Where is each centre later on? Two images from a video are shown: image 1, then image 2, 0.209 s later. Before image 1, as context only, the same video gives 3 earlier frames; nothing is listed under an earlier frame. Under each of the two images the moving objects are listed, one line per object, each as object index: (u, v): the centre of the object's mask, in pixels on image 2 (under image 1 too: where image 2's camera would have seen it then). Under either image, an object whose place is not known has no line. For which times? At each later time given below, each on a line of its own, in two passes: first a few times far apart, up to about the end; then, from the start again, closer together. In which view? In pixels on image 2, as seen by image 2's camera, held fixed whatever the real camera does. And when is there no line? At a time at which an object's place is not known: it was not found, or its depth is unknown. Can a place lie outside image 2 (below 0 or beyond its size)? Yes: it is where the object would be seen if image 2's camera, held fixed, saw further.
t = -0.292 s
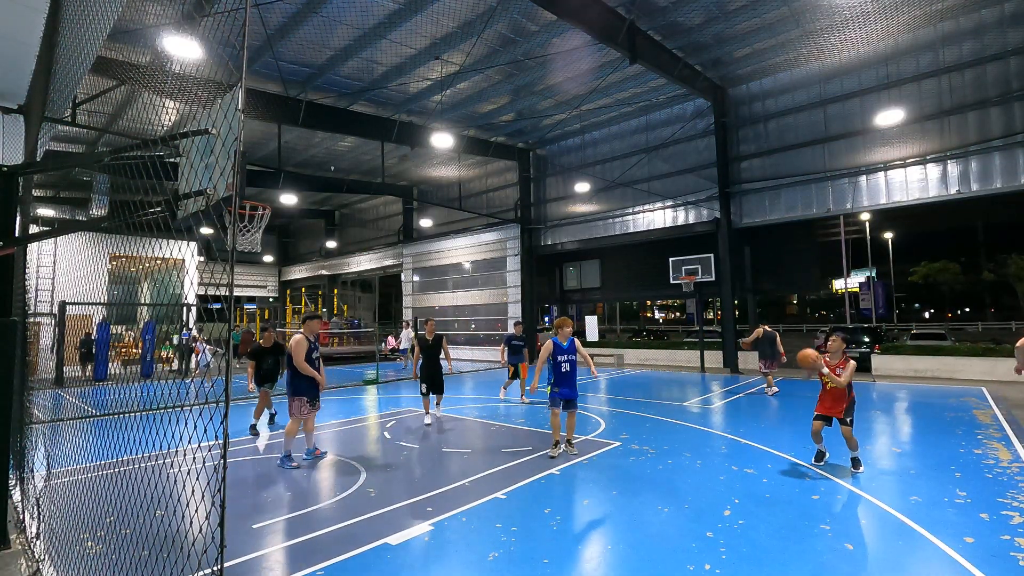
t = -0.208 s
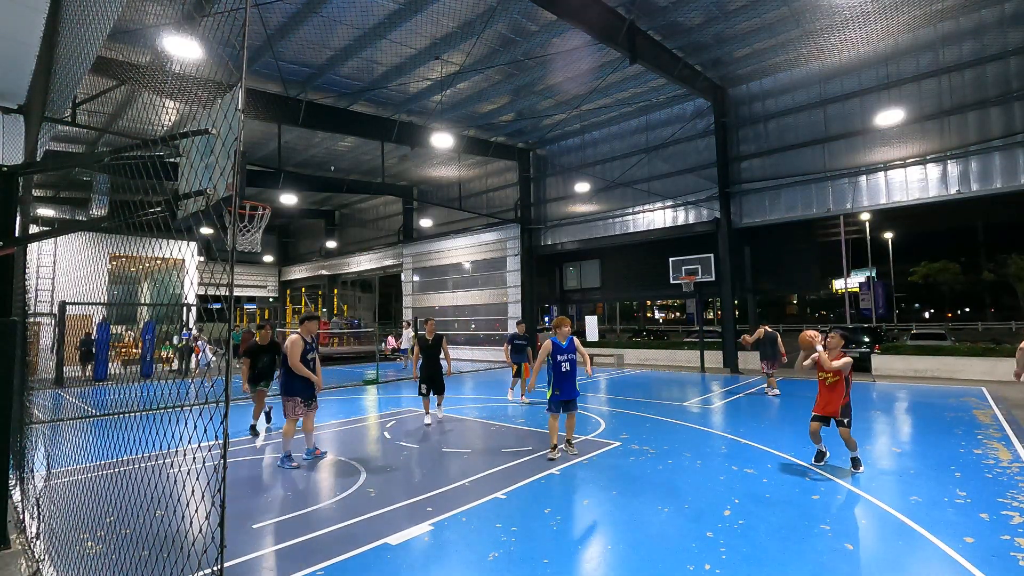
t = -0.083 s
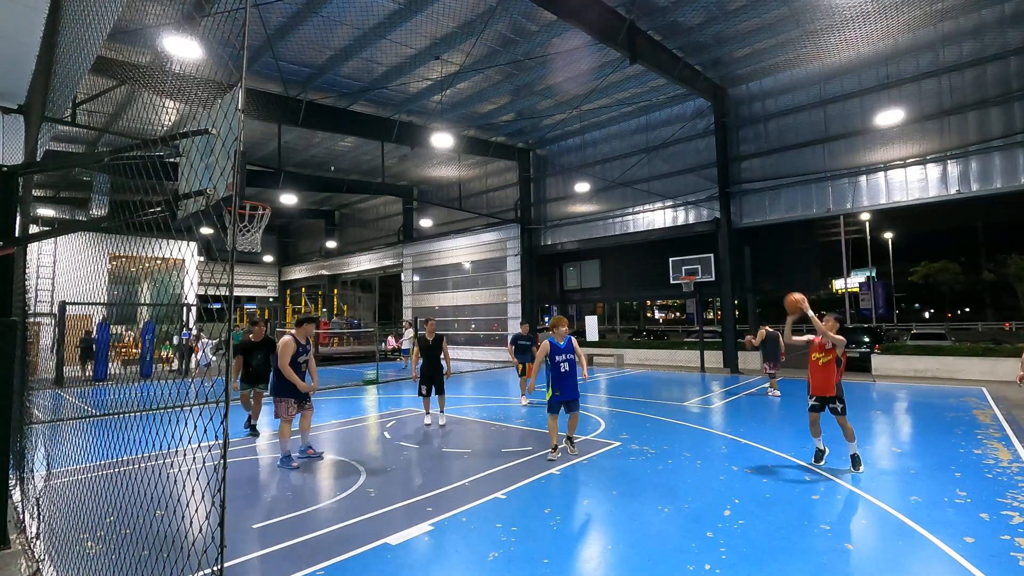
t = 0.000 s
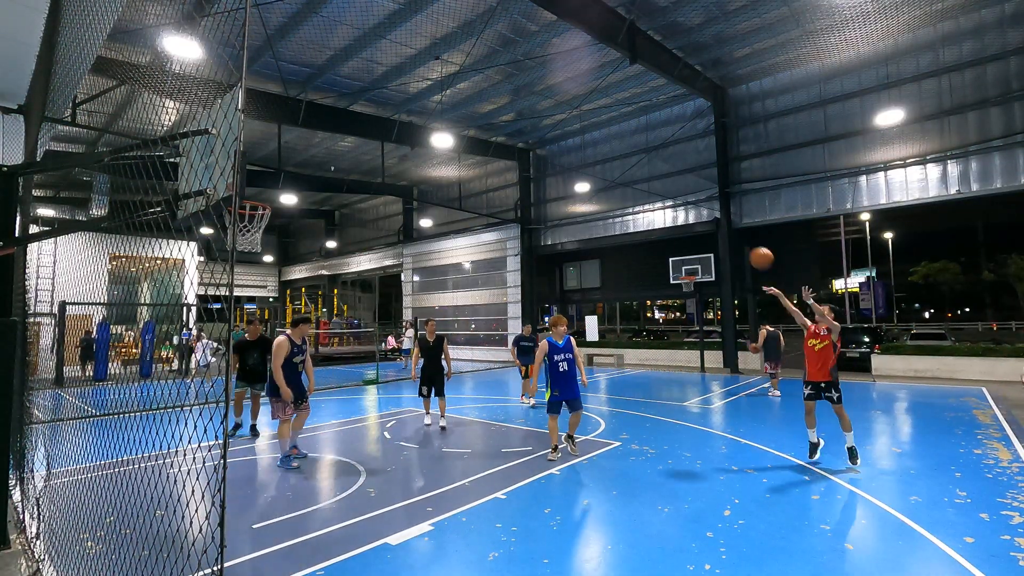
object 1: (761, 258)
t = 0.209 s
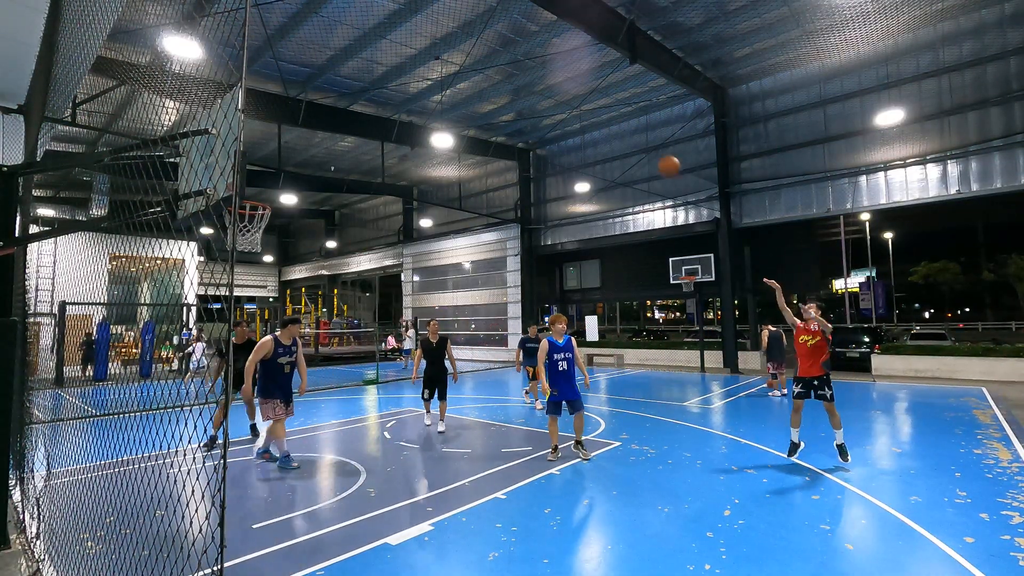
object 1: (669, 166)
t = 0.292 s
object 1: (633, 139)
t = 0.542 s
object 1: (525, 93)
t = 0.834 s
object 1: (399, 105)
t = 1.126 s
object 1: (269, 190)
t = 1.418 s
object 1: (265, 126)
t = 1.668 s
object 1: (266, 118)
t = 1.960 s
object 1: (266, 193)
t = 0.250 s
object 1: (651, 152)
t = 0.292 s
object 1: (633, 139)
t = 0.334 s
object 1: (614, 128)
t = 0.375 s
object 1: (597, 118)
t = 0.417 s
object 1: (578, 110)
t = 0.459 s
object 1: (560, 102)
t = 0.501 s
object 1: (543, 97)
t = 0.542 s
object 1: (525, 93)
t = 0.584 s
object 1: (507, 91)
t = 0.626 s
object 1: (489, 89)
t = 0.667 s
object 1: (471, 89)
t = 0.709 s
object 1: (453, 91)
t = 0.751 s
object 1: (435, 94)
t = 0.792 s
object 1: (417, 99)
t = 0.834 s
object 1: (399, 105)
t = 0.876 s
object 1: (381, 112)
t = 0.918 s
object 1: (362, 122)
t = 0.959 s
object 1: (344, 131)
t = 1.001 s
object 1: (325, 143)
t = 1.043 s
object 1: (306, 158)
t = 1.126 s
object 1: (269, 190)
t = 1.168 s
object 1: (263, 188)
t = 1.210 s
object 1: (263, 174)
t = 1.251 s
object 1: (264, 162)
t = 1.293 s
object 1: (264, 151)
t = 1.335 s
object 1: (265, 141)
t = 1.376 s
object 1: (265, 133)
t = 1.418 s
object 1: (265, 126)
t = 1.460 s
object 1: (265, 121)
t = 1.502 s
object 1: (266, 117)
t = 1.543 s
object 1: (266, 115)
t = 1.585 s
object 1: (266, 114)
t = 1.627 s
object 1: (266, 115)
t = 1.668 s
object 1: (266, 118)
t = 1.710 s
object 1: (266, 123)
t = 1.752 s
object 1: (267, 129)
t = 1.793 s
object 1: (267, 138)
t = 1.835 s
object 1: (267, 149)
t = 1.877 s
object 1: (267, 161)
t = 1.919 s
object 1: (267, 176)
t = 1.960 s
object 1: (266, 193)
